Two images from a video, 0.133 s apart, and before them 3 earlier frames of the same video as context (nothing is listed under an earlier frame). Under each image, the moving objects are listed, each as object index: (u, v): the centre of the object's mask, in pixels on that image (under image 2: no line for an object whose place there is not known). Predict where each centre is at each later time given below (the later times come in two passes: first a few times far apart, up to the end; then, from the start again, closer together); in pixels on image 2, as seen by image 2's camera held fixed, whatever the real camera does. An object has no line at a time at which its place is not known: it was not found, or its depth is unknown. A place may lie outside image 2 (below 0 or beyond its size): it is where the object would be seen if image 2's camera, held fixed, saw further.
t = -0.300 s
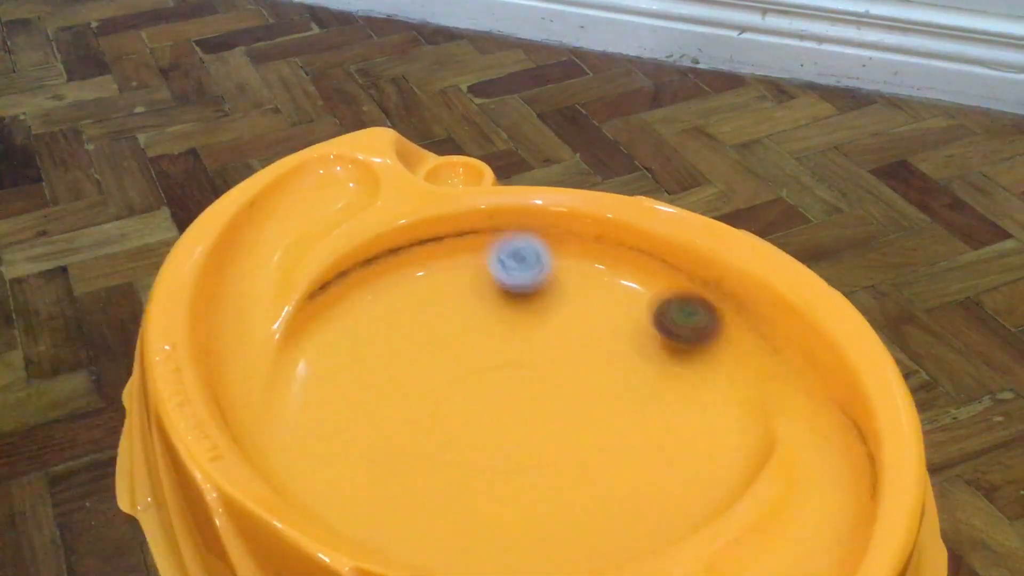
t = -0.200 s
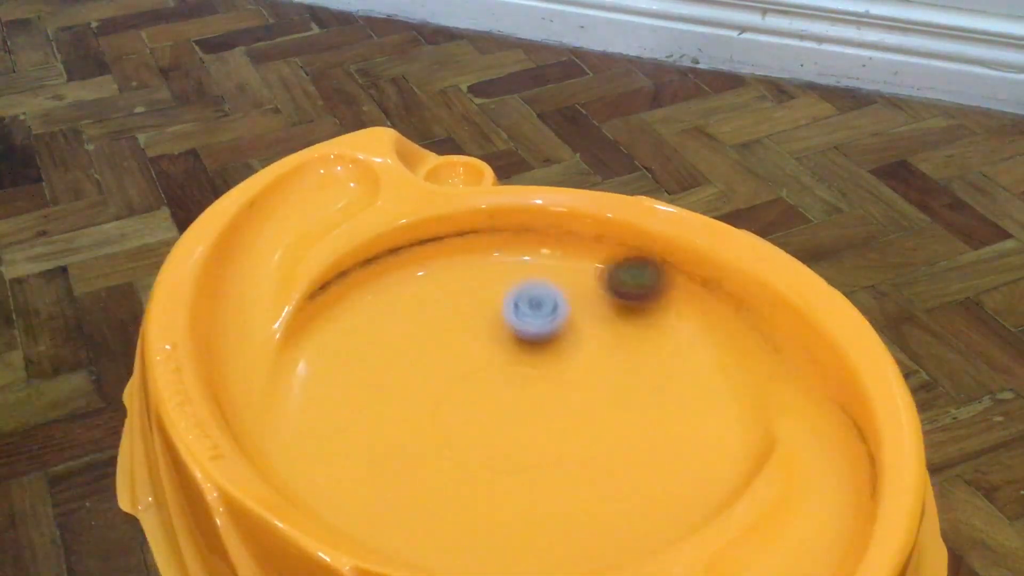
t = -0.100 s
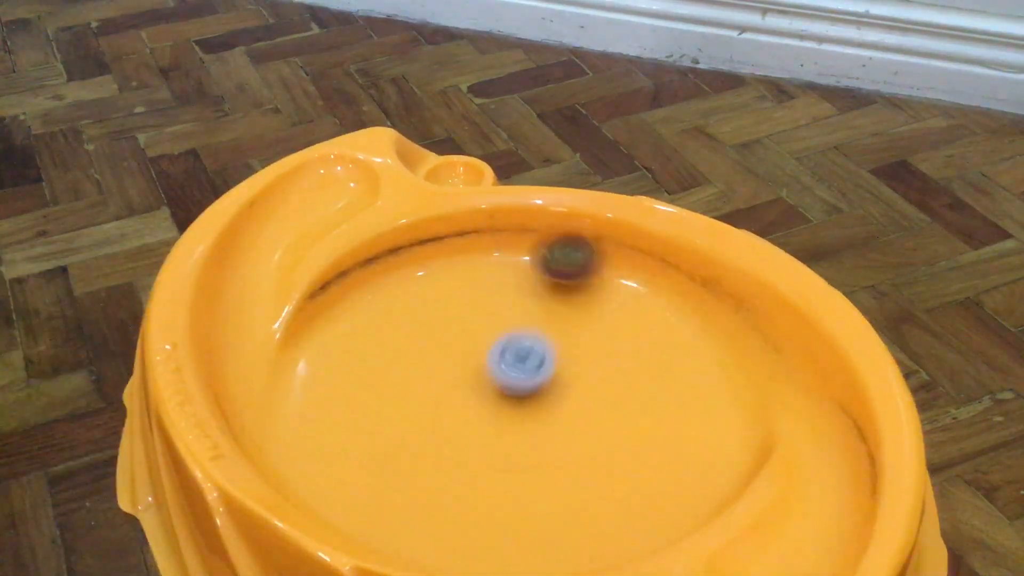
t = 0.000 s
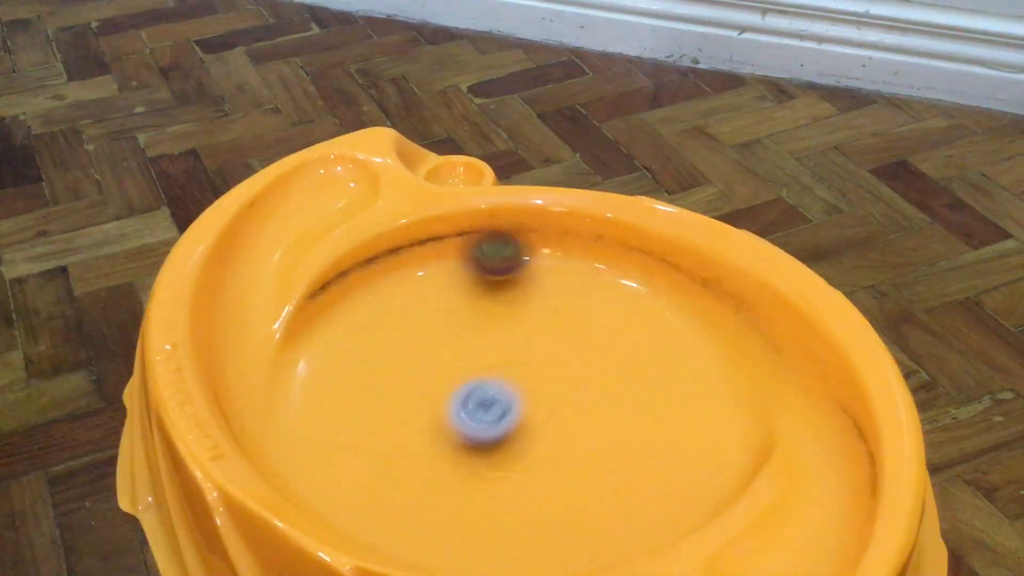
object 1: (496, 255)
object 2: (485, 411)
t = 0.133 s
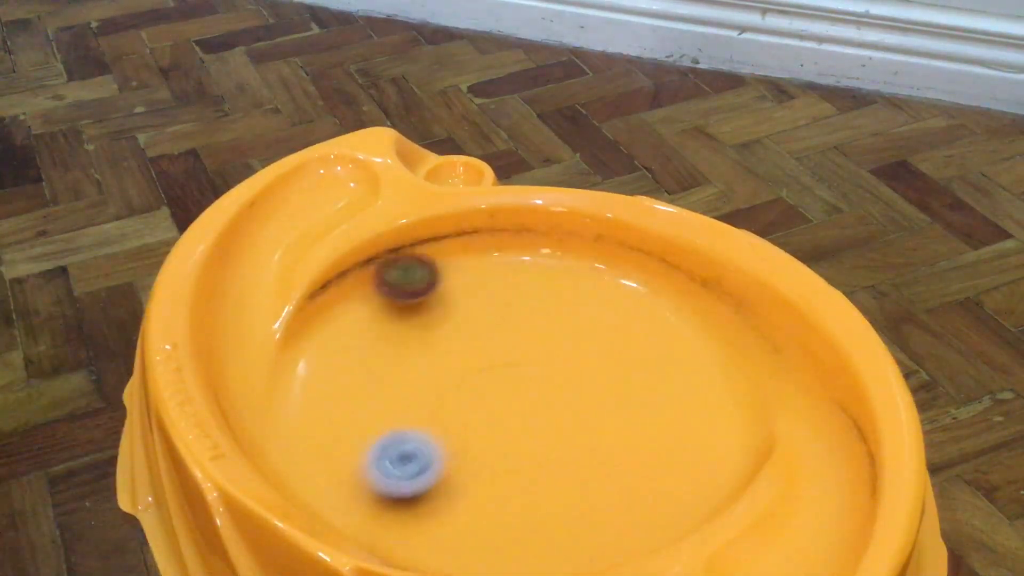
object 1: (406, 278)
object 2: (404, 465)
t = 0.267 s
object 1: (345, 328)
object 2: (313, 472)
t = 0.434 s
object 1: (319, 358)
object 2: (307, 467)
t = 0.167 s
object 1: (390, 289)
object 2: (380, 473)
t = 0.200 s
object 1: (370, 302)
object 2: (355, 479)
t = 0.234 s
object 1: (356, 314)
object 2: (329, 482)
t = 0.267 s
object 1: (345, 328)
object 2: (313, 472)
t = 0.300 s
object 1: (331, 345)
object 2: (308, 461)
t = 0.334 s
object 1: (322, 360)
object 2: (305, 458)
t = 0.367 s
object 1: (317, 375)
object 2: (306, 446)
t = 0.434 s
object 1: (319, 358)
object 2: (307, 467)
